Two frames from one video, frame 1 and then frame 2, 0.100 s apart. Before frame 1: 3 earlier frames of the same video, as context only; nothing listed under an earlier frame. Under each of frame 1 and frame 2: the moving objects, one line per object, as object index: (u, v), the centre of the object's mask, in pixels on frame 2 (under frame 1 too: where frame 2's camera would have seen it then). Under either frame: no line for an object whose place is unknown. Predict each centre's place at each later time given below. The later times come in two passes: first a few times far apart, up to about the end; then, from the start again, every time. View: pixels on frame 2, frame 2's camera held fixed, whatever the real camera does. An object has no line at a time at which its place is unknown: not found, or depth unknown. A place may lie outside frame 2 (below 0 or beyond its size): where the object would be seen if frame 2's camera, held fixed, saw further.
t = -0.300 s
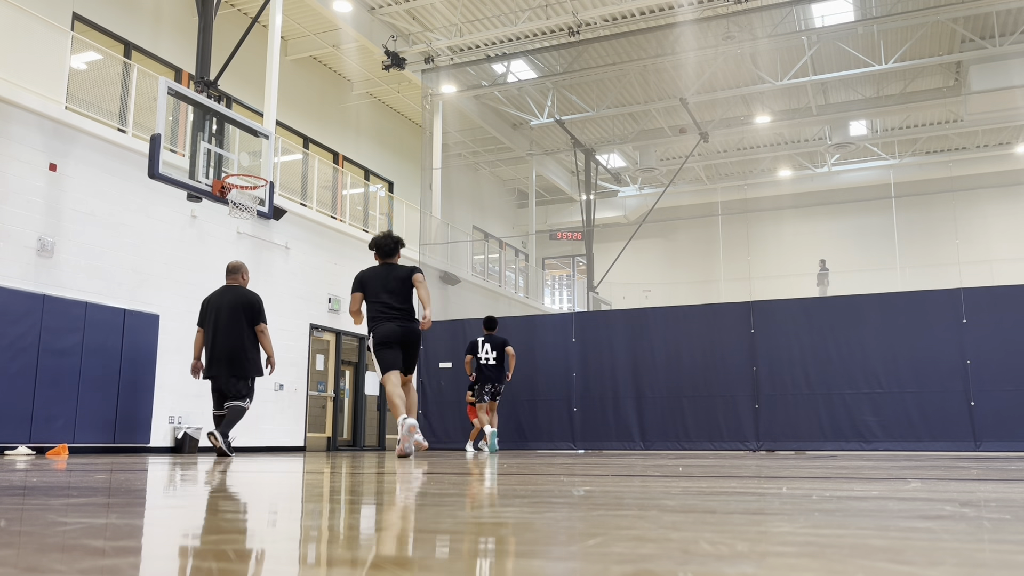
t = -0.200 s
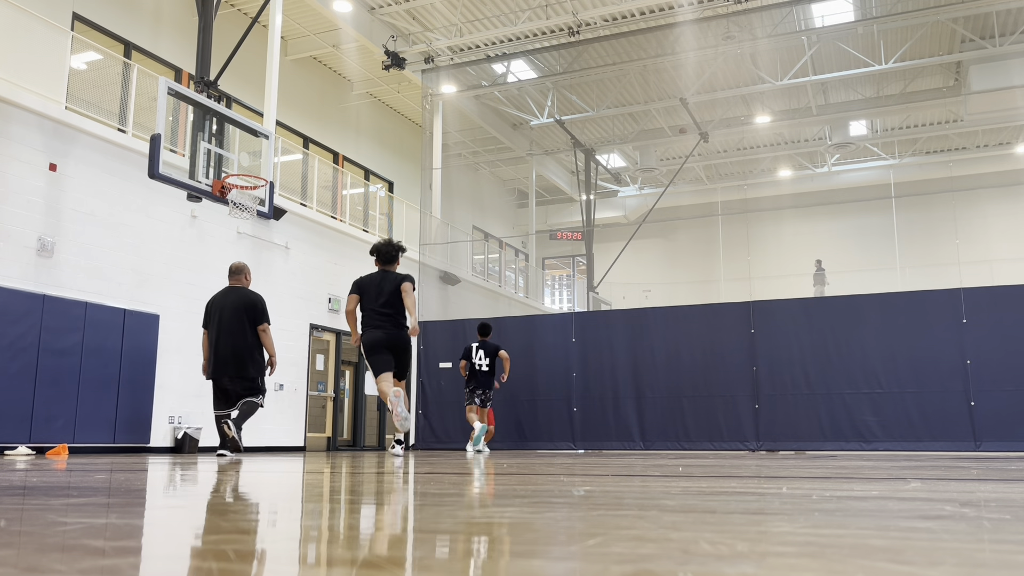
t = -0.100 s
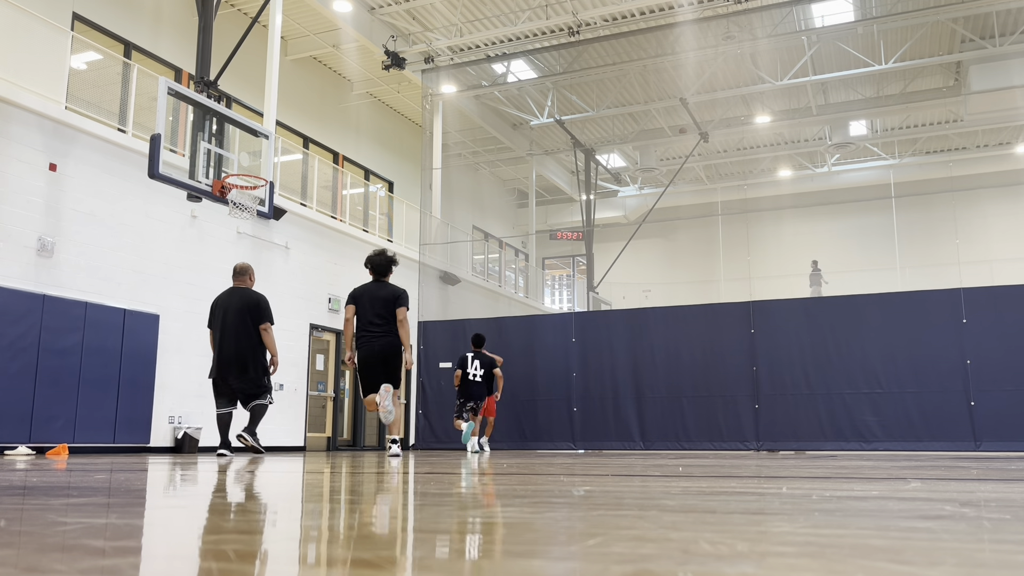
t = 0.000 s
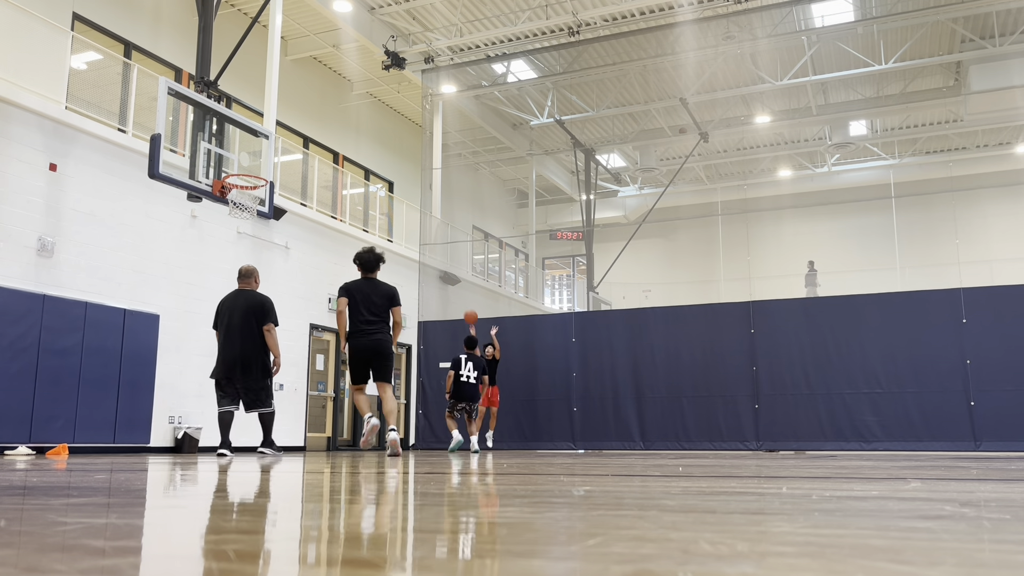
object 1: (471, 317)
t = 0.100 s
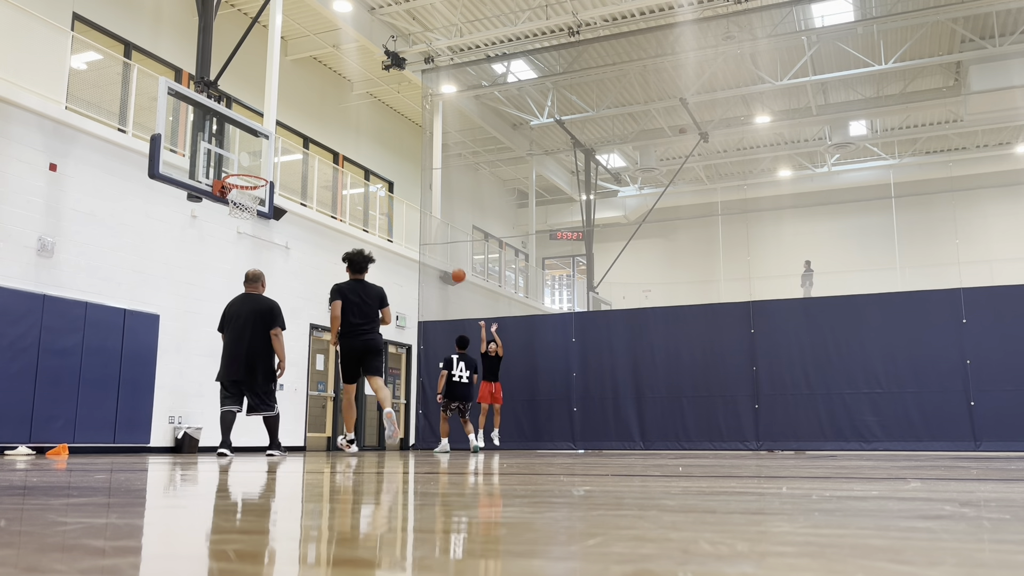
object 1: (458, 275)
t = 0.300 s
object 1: (432, 205)
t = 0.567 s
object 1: (391, 140)
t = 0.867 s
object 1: (336, 115)
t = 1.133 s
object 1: (276, 147)
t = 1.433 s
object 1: (229, 192)
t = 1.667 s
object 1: (224, 222)
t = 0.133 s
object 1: (454, 262)
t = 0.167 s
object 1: (450, 250)
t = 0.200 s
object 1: (445, 238)
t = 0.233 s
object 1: (441, 227)
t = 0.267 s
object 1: (436, 216)
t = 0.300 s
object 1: (432, 205)
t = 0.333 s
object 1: (427, 195)
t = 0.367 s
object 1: (422, 186)
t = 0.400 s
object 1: (417, 177)
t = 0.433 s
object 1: (412, 168)
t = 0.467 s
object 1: (407, 160)
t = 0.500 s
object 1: (402, 153)
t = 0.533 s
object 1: (396, 146)
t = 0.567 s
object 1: (391, 140)
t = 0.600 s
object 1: (385, 135)
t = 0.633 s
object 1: (380, 130)
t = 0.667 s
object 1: (374, 126)
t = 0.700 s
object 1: (368, 122)
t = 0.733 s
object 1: (362, 119)
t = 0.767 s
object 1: (355, 117)
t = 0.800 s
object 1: (349, 116)
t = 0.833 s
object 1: (343, 115)
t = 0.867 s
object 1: (336, 115)
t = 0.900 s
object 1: (329, 116)
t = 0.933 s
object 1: (322, 118)
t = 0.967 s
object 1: (315, 120)
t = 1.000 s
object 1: (308, 124)
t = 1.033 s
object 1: (300, 128)
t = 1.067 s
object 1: (292, 134)
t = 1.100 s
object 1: (285, 140)
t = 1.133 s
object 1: (276, 147)
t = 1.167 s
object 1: (267, 156)
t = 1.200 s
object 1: (258, 165)
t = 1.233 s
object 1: (250, 178)
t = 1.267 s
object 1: (240, 188)
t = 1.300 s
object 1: (234, 193)
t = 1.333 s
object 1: (232, 192)
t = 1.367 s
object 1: (232, 195)
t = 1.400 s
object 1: (230, 193)
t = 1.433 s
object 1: (229, 192)
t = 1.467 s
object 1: (228, 193)
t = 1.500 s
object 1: (228, 195)
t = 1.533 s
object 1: (227, 199)
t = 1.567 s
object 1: (226, 203)
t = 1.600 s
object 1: (225, 209)
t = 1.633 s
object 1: (224, 215)
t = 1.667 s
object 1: (224, 222)
